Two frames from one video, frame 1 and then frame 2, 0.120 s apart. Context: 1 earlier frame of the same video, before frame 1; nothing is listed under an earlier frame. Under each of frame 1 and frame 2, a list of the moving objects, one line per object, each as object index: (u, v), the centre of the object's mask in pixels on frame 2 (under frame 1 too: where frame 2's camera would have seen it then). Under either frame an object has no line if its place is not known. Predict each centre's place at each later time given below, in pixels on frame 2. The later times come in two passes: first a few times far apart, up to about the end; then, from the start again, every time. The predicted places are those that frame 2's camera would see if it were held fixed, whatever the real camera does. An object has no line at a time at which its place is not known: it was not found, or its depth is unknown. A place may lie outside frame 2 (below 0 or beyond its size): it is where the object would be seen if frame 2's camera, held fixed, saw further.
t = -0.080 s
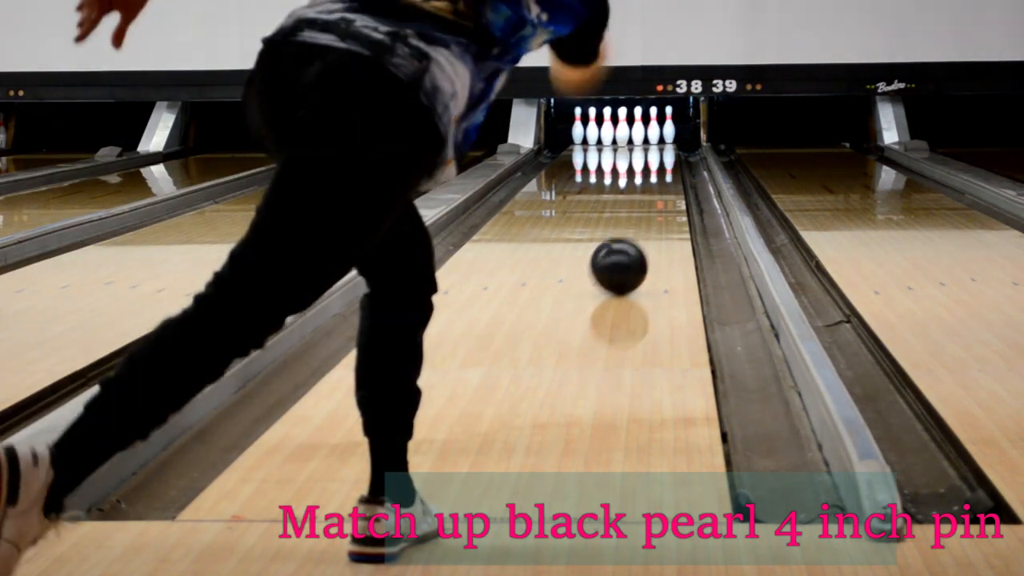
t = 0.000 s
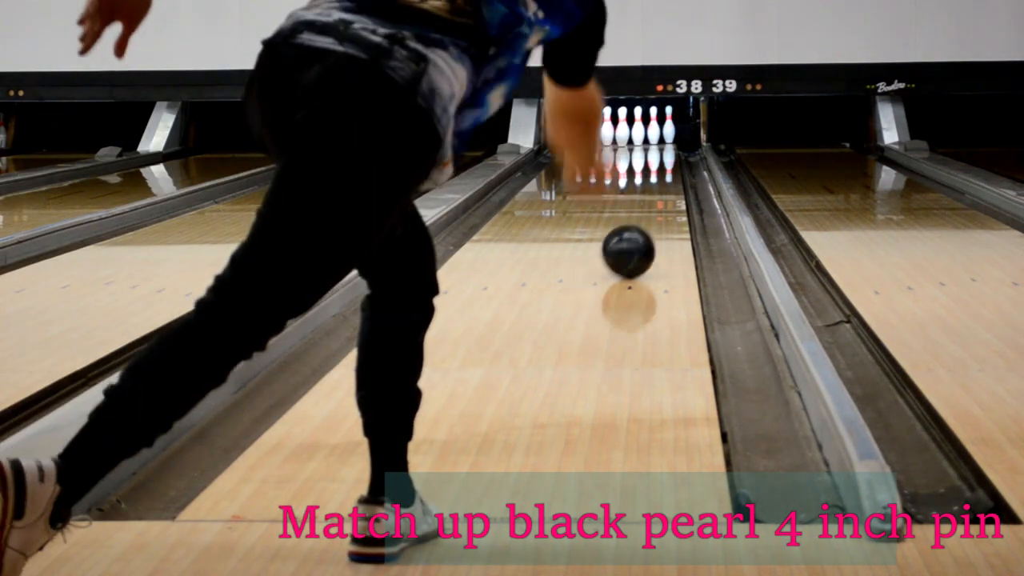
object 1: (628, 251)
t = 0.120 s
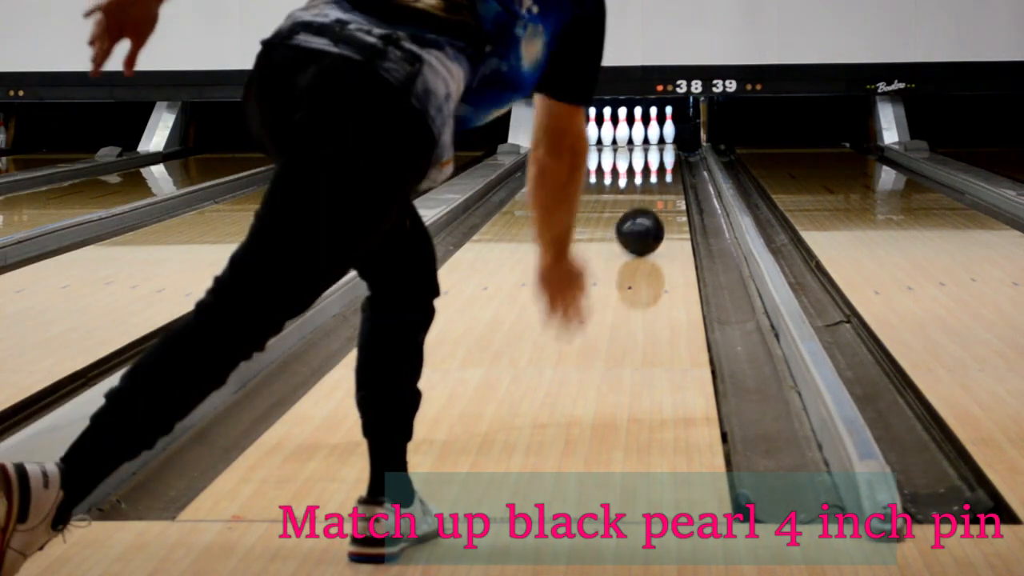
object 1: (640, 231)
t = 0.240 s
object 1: (649, 216)
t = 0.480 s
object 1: (662, 192)
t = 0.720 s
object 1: (669, 174)
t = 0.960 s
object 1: (671, 160)
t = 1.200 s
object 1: (664, 151)
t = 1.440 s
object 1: (652, 143)
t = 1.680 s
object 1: (633, 137)
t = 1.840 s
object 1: (631, 135)
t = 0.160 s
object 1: (643, 225)
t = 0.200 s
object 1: (646, 220)
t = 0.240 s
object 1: (649, 216)
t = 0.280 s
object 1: (652, 211)
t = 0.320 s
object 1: (654, 207)
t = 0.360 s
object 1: (656, 203)
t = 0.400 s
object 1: (658, 199)
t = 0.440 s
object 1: (660, 195)
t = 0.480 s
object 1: (662, 192)
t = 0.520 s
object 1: (663, 189)
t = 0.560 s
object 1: (664, 186)
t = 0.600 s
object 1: (666, 182)
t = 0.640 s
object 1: (667, 179)
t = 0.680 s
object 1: (669, 176)
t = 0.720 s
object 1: (669, 174)
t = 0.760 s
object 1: (670, 171)
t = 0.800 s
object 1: (670, 169)
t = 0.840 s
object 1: (671, 166)
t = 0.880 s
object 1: (671, 164)
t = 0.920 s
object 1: (671, 163)
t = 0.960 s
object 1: (671, 160)
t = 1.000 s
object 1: (670, 159)
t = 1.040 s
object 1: (669, 157)
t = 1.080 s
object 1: (668, 156)
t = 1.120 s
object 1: (667, 154)
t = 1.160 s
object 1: (666, 152)
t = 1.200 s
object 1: (664, 151)
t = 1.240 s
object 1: (663, 149)
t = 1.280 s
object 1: (661, 148)
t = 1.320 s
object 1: (658, 147)
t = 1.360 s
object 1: (656, 146)
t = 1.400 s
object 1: (654, 144)
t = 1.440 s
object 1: (652, 143)
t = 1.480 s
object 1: (649, 142)
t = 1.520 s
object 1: (646, 141)
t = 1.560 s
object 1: (642, 140)
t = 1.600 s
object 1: (639, 139)
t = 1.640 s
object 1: (636, 138)
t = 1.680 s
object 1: (633, 137)
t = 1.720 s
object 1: (631, 136)
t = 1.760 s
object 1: (632, 136)
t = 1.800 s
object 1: (631, 135)
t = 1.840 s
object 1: (631, 135)
